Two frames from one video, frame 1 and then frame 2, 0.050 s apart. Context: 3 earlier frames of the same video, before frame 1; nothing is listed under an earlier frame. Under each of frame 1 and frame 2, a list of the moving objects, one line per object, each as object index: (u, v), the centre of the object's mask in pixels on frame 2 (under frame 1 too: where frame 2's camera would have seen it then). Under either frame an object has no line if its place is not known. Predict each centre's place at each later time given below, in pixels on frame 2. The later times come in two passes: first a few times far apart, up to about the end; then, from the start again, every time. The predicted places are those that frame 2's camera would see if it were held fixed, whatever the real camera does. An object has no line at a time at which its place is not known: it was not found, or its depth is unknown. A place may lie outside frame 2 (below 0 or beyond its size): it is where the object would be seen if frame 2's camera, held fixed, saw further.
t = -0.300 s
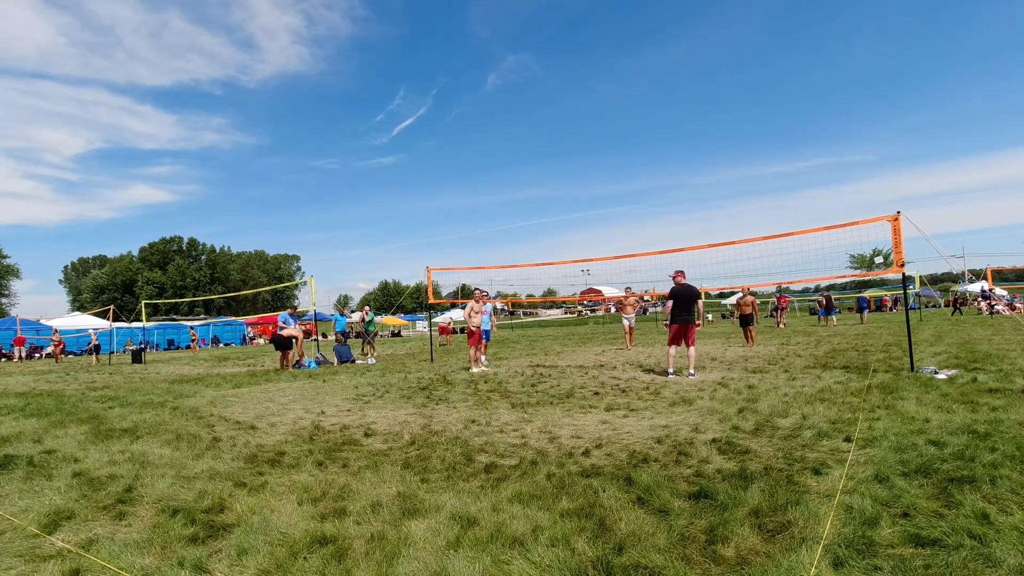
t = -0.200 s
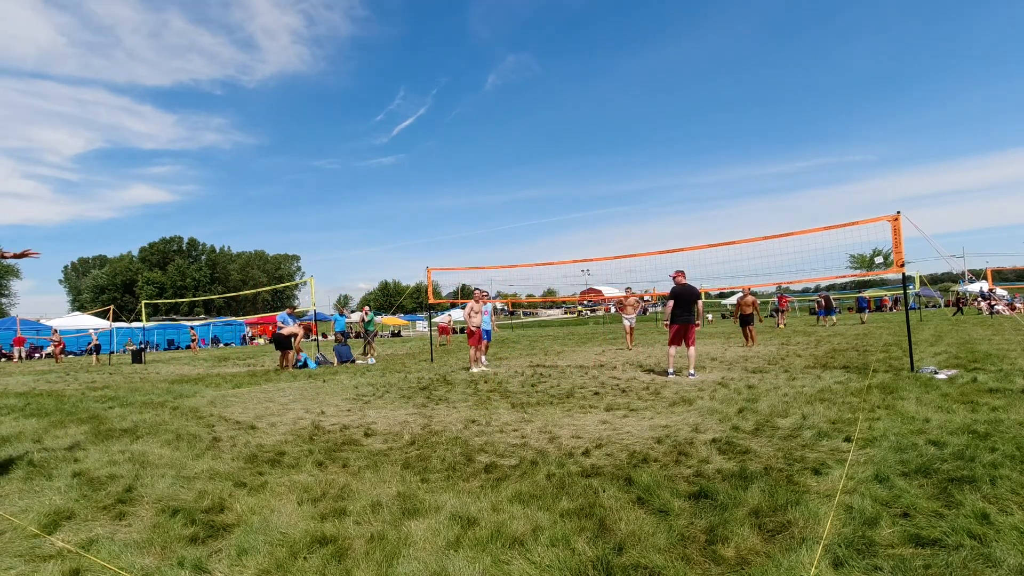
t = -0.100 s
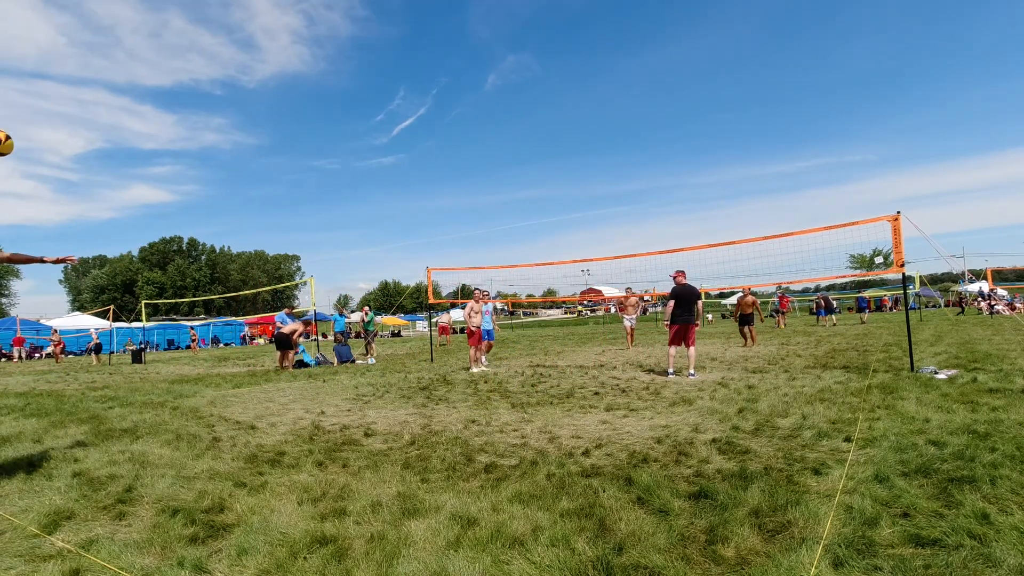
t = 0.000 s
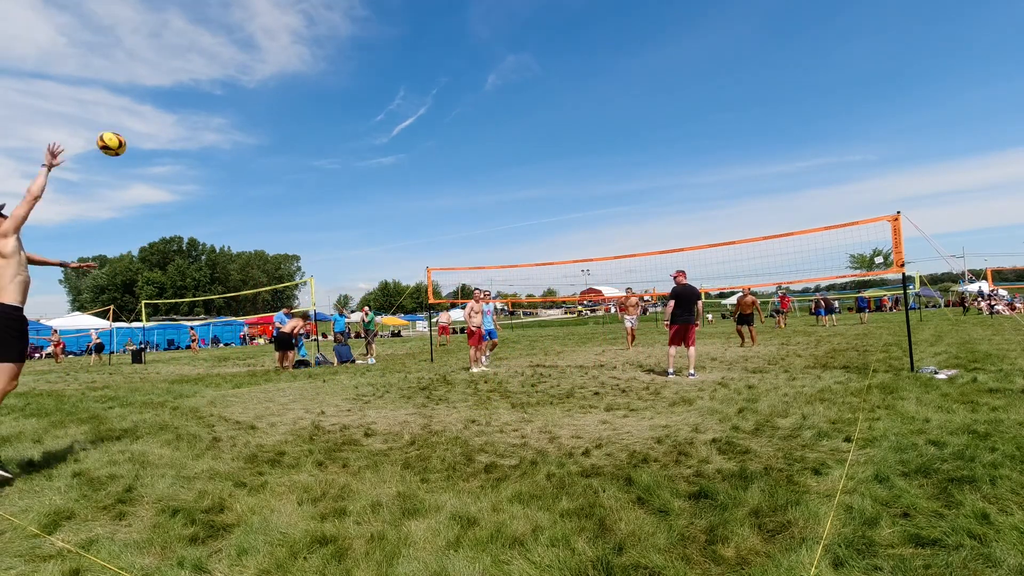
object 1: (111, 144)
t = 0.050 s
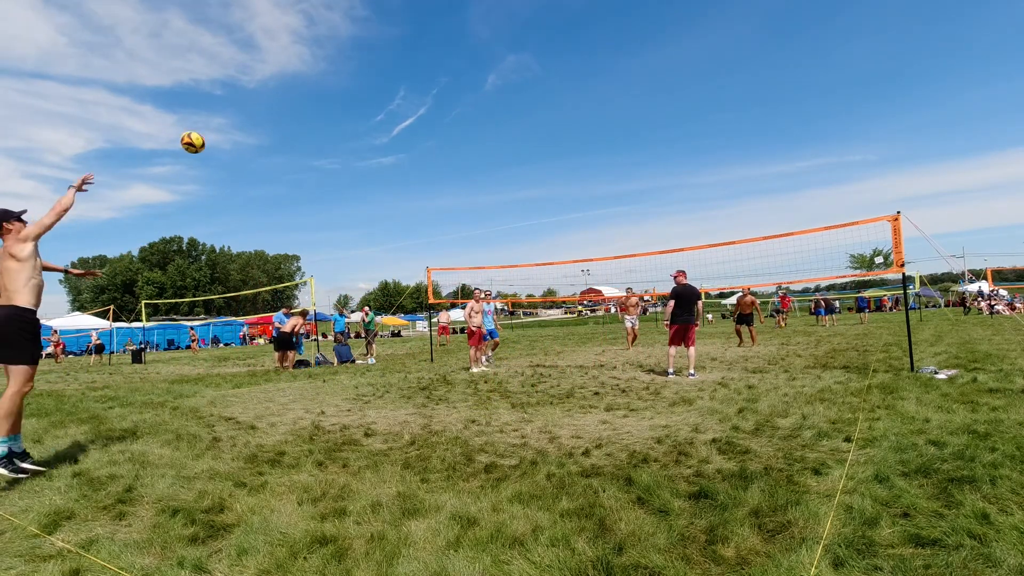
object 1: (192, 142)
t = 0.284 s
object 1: (404, 154)
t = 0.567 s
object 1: (513, 192)
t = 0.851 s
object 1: (566, 235)
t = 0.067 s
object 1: (215, 142)
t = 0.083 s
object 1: (236, 142)
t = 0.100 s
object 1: (256, 143)
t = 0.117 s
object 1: (274, 143)
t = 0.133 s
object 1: (291, 144)
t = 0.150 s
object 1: (306, 145)
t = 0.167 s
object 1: (321, 145)
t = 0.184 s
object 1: (335, 146)
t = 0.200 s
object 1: (349, 147)
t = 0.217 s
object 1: (361, 148)
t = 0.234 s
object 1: (372, 150)
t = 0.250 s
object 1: (383, 151)
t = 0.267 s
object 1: (394, 153)
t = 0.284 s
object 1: (404, 154)
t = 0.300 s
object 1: (413, 156)
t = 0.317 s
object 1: (422, 158)
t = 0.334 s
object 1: (430, 160)
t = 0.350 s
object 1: (438, 162)
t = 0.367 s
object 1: (446, 164)
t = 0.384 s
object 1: (453, 166)
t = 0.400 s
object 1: (459, 168)
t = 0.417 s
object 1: (466, 170)
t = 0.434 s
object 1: (472, 172)
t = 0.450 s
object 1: (479, 175)
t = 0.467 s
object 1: (484, 177)
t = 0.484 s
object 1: (490, 179)
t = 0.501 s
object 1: (495, 182)
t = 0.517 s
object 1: (499, 184)
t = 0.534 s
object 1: (504, 186)
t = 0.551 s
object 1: (508, 189)
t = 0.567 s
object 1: (513, 192)
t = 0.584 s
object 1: (517, 194)
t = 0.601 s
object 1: (521, 196)
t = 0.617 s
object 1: (524, 199)
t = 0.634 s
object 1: (528, 201)
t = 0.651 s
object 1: (532, 204)
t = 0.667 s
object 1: (535, 206)
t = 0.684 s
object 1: (538, 209)
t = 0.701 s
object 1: (541, 211)
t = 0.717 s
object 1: (544, 214)
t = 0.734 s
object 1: (547, 217)
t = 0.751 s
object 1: (550, 219)
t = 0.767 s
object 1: (553, 222)
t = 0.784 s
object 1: (556, 224)
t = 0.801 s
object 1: (559, 227)
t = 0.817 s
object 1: (561, 230)
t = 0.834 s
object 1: (564, 232)
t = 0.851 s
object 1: (566, 235)
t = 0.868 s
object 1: (568, 238)
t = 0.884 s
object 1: (570, 241)
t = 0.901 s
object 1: (572, 244)
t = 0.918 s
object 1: (574, 247)
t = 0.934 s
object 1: (577, 250)
